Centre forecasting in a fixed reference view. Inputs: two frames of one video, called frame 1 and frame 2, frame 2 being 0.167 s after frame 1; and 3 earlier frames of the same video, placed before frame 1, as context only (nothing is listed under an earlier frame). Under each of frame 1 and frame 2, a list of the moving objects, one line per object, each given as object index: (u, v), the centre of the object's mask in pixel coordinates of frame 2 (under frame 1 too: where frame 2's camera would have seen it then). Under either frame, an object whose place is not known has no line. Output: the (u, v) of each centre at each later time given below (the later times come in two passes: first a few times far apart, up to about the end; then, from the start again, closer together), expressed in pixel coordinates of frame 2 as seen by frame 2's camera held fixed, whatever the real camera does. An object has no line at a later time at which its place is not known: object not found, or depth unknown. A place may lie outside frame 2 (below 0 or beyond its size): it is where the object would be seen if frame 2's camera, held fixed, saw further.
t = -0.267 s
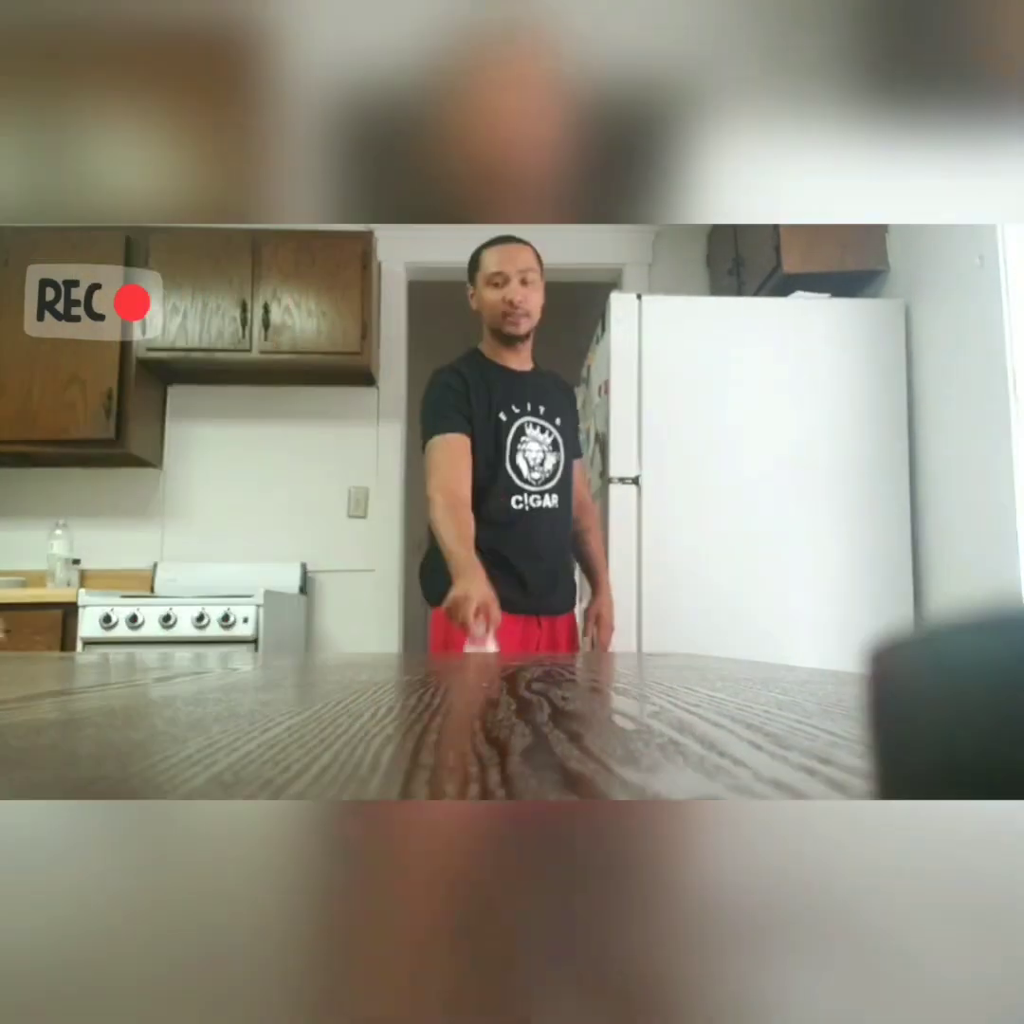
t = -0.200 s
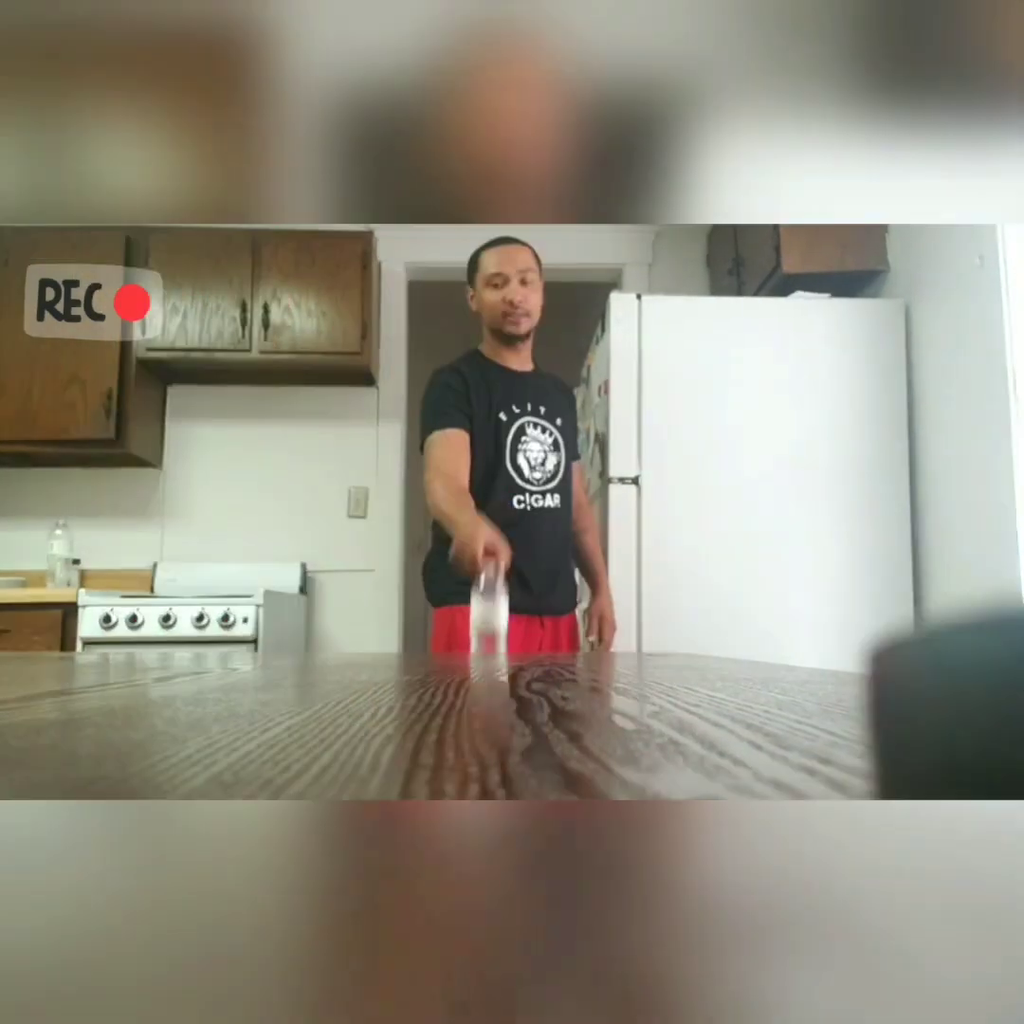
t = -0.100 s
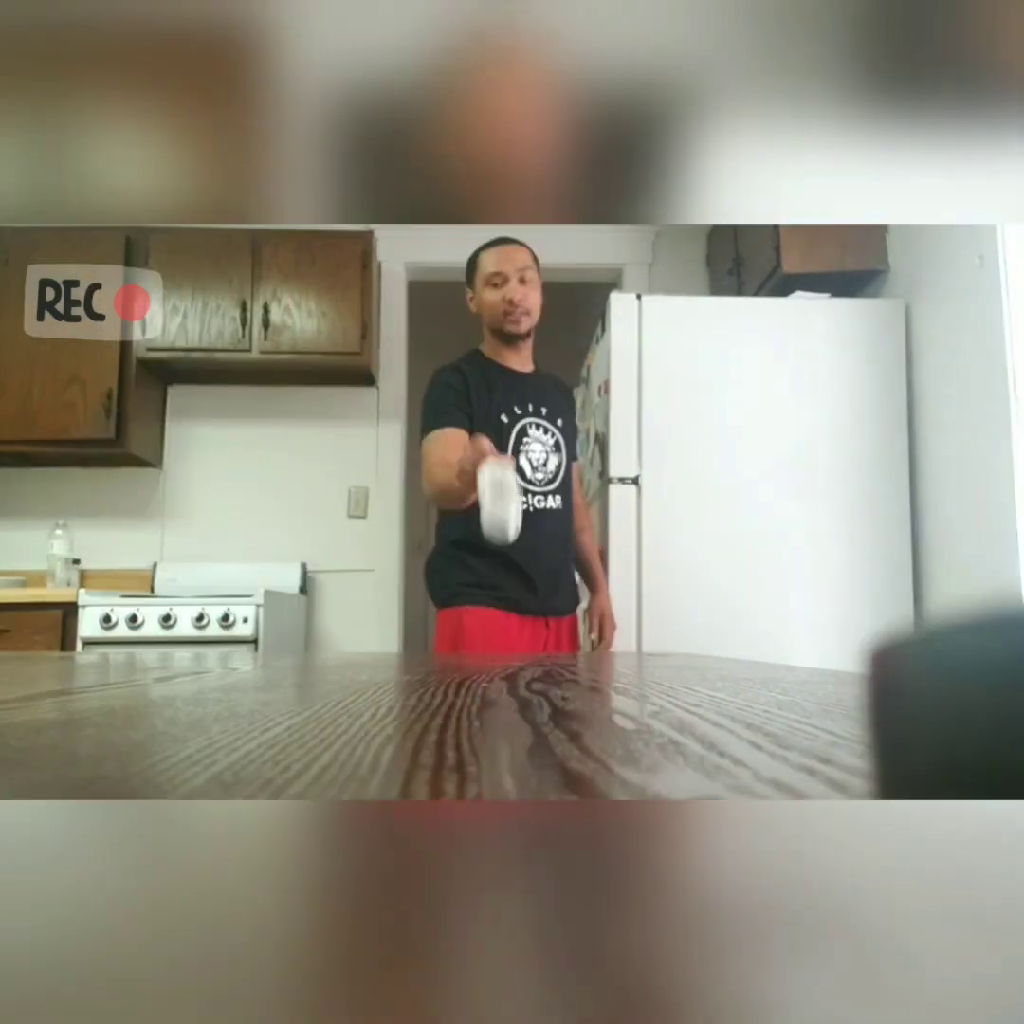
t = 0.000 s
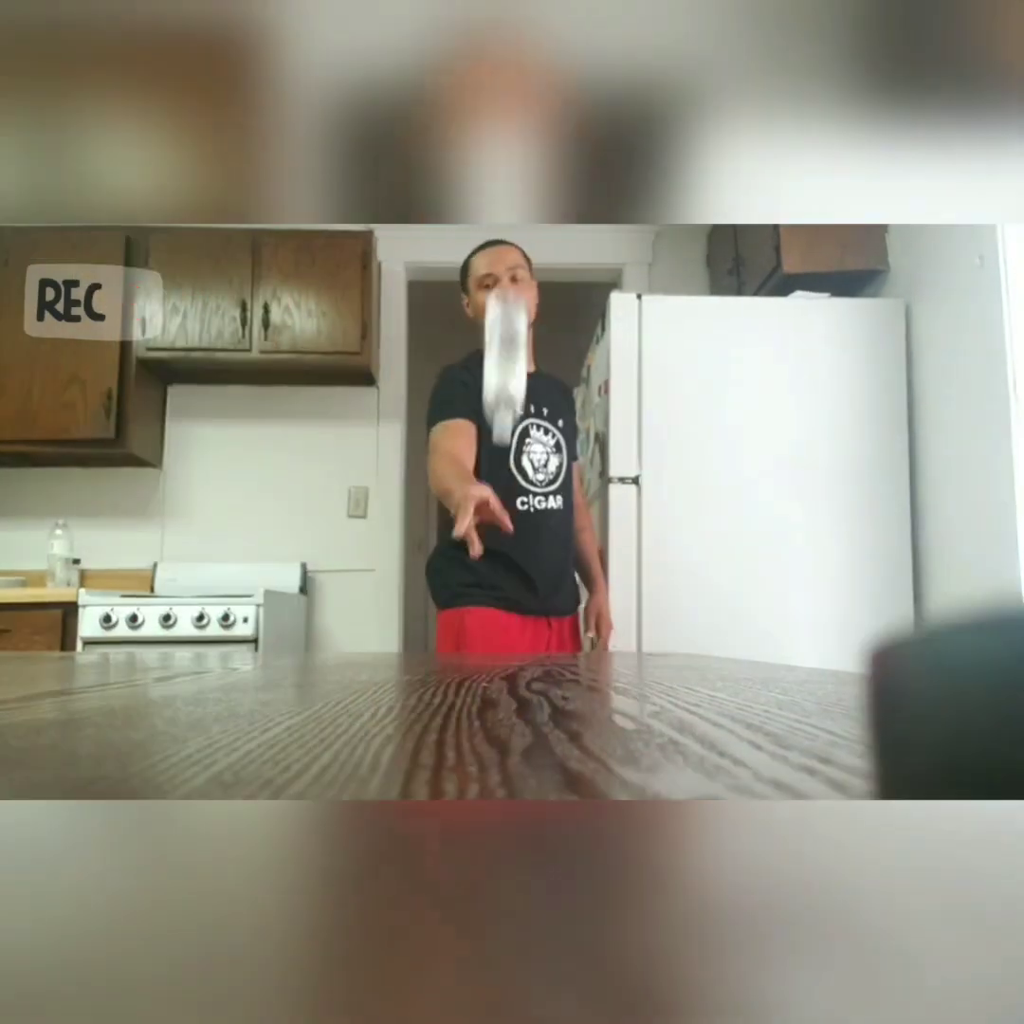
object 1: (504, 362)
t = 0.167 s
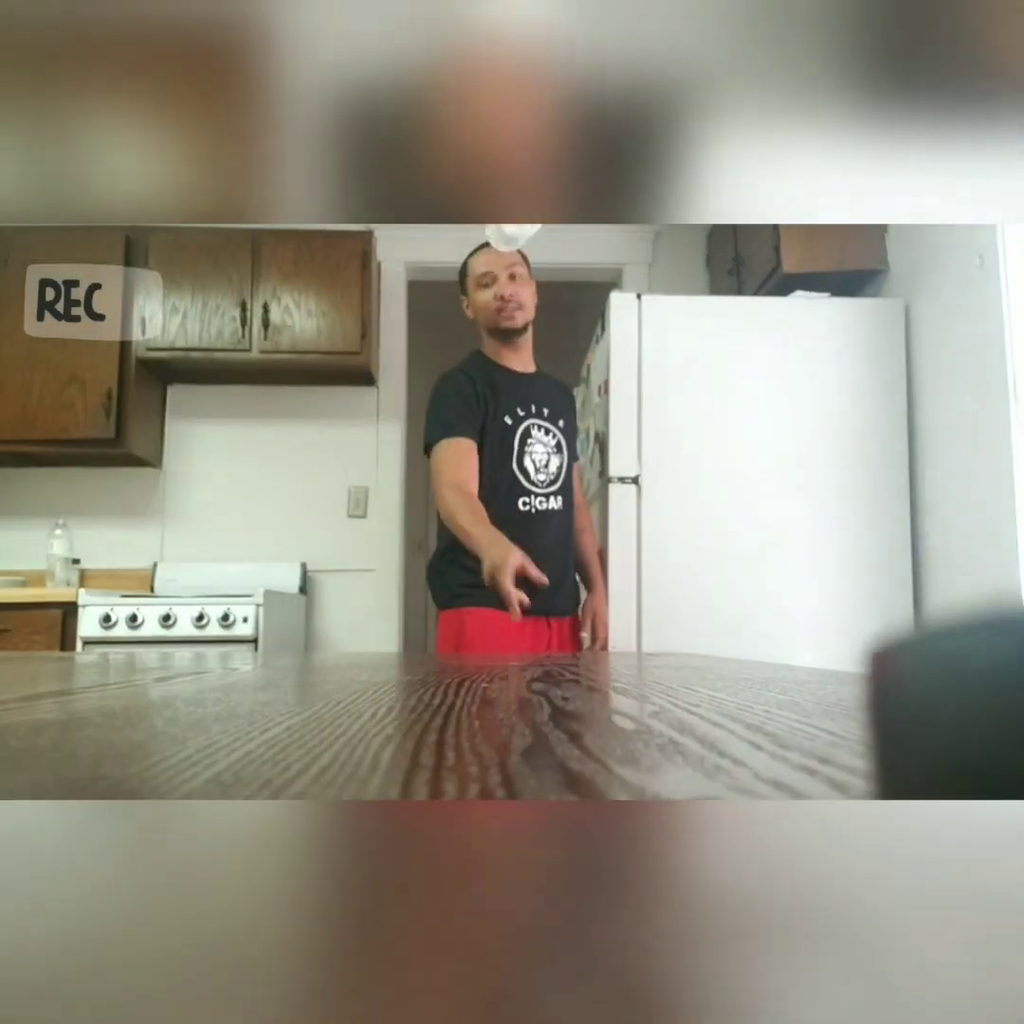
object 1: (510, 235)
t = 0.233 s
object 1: (513, 245)
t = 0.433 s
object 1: (534, 415)
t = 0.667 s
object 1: (548, 561)
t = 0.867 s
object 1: (553, 557)
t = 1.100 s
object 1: (554, 556)
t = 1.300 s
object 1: (554, 556)
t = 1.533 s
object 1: (554, 556)
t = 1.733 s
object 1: (554, 556)
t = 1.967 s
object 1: (554, 556)
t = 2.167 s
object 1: (554, 556)
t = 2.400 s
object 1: (554, 557)
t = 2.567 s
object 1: (554, 557)
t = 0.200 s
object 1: (509, 239)
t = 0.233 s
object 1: (513, 245)
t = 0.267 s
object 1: (517, 254)
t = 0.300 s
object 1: (521, 269)
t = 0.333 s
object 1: (525, 285)
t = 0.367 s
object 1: (529, 312)
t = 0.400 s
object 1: (531, 356)
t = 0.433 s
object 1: (534, 415)
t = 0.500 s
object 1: (540, 568)
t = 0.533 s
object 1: (542, 567)
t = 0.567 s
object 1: (546, 564)
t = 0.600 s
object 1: (545, 563)
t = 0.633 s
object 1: (547, 561)
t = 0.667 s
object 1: (548, 561)
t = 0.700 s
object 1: (549, 559)
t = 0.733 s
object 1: (551, 559)
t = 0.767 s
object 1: (552, 559)
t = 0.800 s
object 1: (553, 558)
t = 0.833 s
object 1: (553, 557)
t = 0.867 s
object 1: (553, 557)
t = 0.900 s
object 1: (554, 557)
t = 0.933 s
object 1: (554, 557)
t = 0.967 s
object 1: (554, 556)
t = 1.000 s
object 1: (554, 556)
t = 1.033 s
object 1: (554, 556)
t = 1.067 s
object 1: (554, 556)
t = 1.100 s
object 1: (554, 556)
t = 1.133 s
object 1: (554, 556)
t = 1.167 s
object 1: (554, 556)
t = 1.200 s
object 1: (554, 556)
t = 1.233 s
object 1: (554, 555)
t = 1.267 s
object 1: (554, 556)
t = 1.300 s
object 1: (554, 556)
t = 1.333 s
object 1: (554, 556)
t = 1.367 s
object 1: (554, 556)
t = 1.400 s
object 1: (554, 556)
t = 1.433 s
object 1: (554, 556)
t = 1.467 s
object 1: (554, 556)
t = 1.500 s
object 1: (554, 556)
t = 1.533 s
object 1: (554, 556)
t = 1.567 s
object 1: (554, 556)
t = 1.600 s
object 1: (554, 556)
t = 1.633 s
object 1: (554, 556)
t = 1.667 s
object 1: (554, 556)
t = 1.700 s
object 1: (554, 556)
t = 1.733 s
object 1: (554, 556)
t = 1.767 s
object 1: (554, 556)
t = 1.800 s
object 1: (554, 557)
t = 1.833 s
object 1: (554, 556)
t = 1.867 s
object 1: (554, 556)
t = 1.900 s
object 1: (555, 556)
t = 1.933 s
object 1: (555, 557)
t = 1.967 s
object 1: (554, 556)
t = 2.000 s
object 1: (554, 557)
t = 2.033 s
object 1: (554, 557)
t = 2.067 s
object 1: (554, 557)
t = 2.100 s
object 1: (554, 556)
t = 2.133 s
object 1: (554, 556)
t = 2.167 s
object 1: (554, 556)
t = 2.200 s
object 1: (555, 557)
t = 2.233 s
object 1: (555, 557)
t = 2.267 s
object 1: (555, 557)
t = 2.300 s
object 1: (555, 556)
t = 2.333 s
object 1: (555, 556)
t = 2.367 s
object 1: (555, 557)
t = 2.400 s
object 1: (554, 557)
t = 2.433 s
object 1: (554, 556)
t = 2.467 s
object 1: (554, 557)
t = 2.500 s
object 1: (554, 556)
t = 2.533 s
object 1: (555, 557)
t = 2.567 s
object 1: (554, 557)
